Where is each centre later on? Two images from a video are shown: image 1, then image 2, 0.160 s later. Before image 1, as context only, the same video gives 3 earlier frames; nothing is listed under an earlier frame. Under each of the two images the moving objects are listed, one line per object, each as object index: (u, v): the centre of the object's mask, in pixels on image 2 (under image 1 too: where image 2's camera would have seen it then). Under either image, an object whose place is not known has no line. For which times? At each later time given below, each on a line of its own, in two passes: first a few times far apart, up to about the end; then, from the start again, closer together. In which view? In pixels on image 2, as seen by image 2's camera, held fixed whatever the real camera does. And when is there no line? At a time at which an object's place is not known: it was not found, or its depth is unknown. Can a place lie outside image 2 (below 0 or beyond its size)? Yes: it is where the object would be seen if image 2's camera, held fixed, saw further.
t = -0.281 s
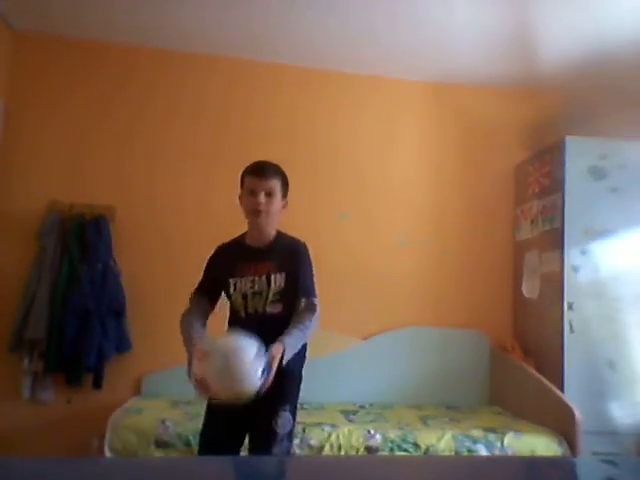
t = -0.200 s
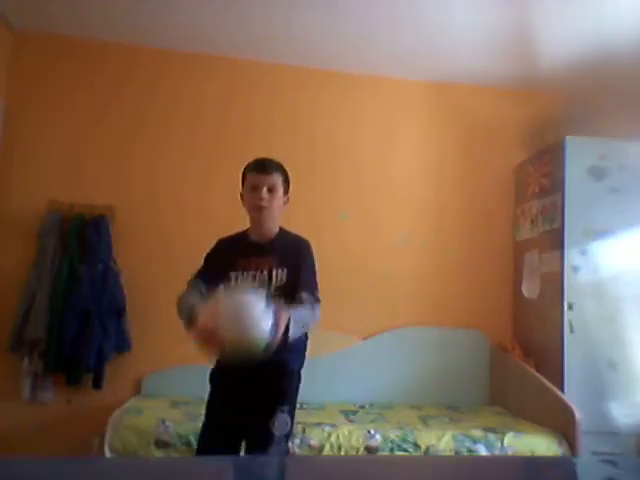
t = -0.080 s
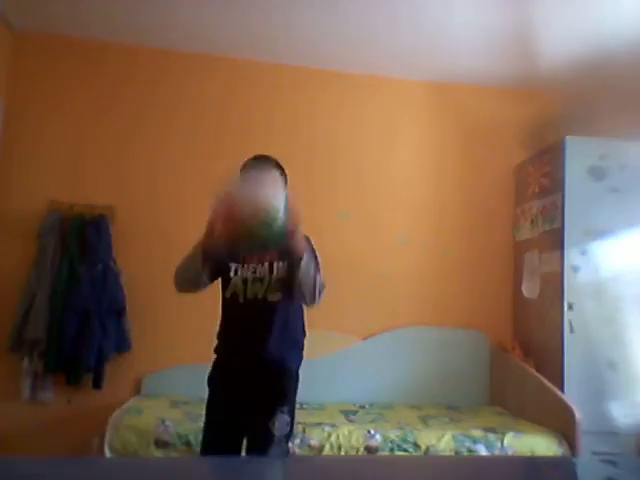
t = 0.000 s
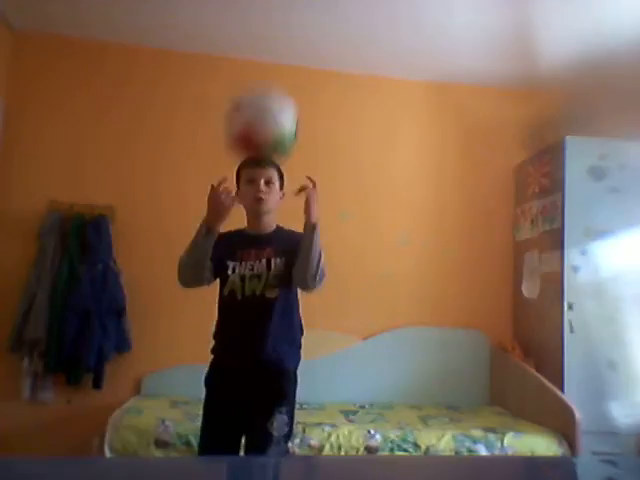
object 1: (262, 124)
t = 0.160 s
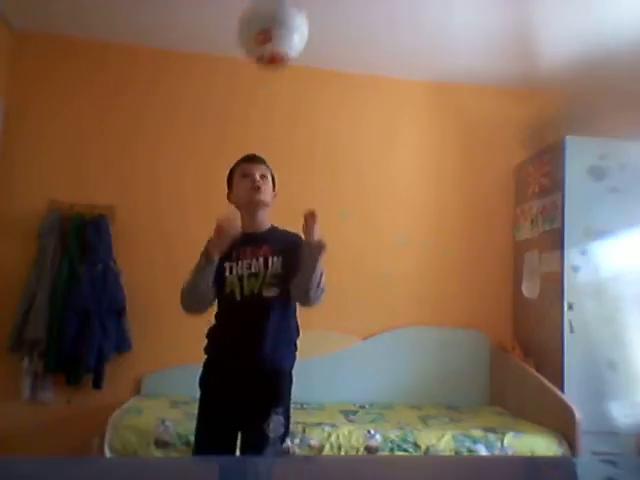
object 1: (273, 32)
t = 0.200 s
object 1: (275, 25)
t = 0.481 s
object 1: (284, 65)
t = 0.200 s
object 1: (275, 25)
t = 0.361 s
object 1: (282, 27)
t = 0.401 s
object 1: (283, 32)
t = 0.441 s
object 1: (283, 47)
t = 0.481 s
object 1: (284, 65)
